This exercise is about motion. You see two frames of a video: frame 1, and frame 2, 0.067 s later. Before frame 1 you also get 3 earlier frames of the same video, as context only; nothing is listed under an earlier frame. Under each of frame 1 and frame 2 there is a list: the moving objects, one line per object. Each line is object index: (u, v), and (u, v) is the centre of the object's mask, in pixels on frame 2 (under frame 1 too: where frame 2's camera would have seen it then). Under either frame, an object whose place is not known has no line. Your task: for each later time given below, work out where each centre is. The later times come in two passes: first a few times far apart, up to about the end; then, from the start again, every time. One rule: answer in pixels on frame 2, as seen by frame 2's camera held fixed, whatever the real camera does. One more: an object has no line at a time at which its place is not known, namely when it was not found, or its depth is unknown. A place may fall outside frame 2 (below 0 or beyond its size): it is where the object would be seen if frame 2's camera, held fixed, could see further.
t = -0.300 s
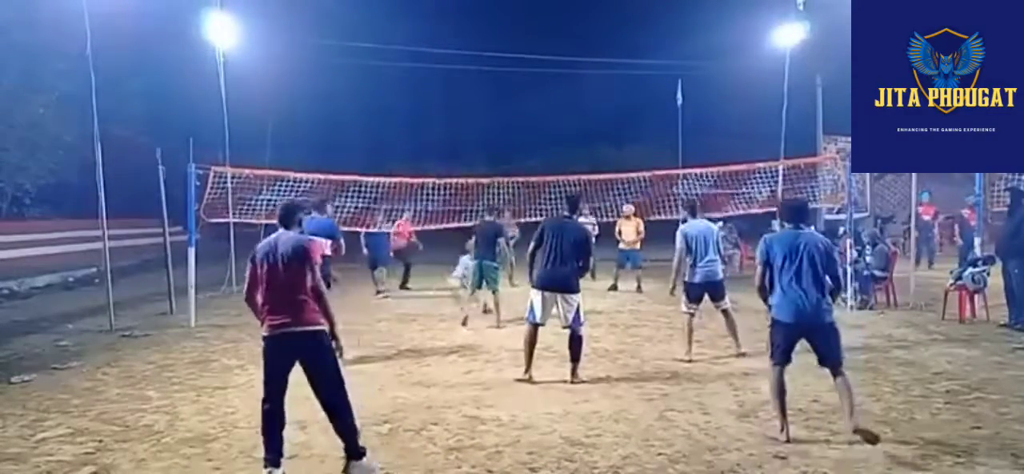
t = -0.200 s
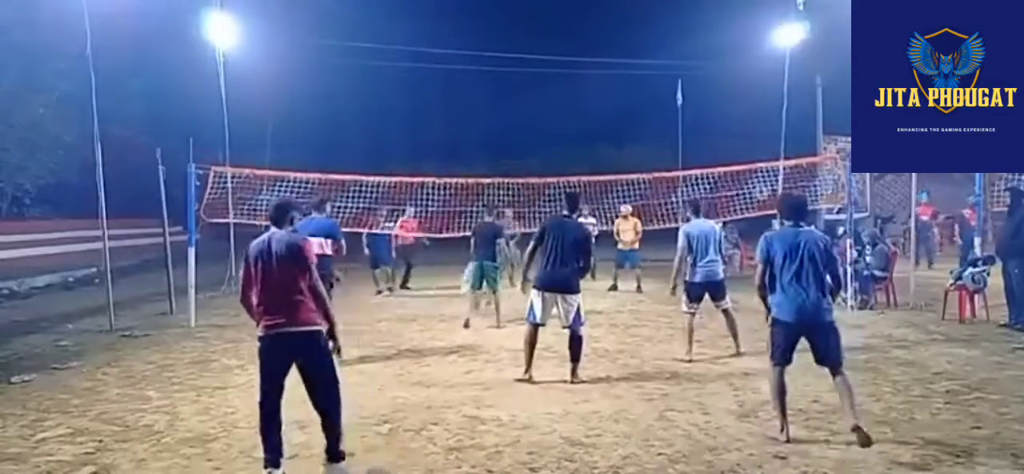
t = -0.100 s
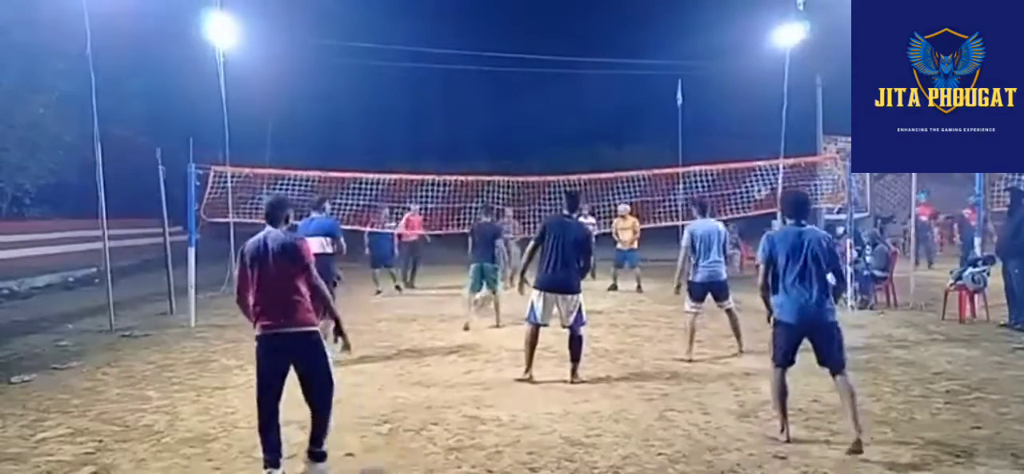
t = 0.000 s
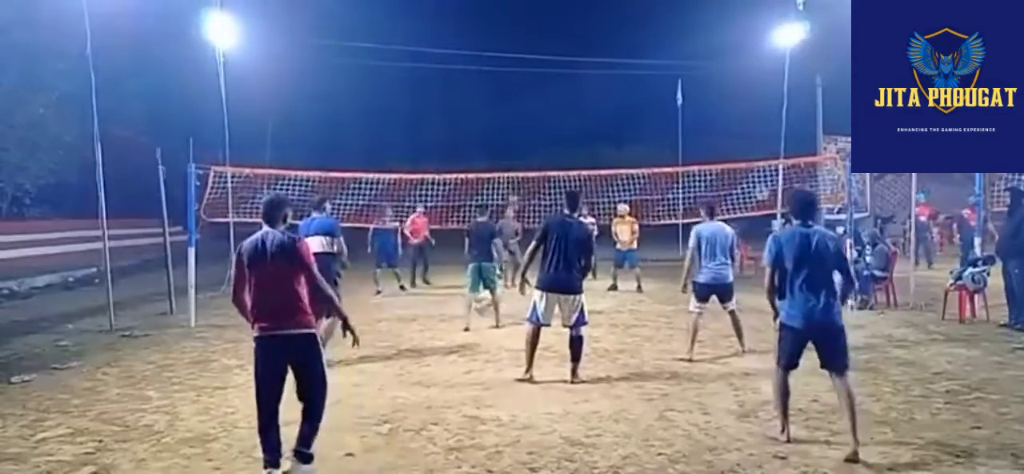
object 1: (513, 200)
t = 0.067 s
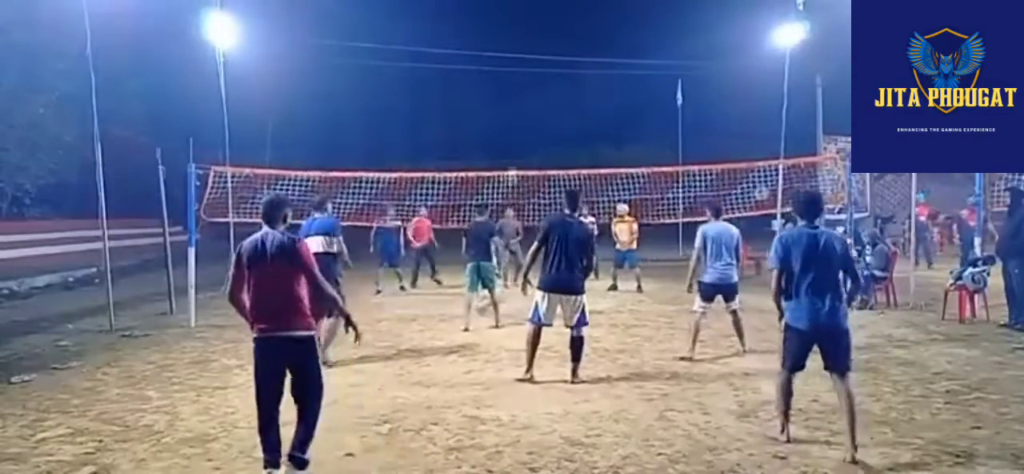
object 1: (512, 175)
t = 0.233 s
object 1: (509, 119)
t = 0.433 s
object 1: (505, 76)
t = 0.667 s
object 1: (501, 58)
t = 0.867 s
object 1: (498, 67)
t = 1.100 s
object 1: (496, 103)
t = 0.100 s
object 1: (511, 162)
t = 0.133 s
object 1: (510, 150)
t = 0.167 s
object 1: (510, 139)
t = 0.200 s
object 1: (509, 128)
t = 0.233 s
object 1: (509, 119)
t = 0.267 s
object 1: (508, 110)
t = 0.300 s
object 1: (508, 102)
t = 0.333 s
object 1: (507, 94)
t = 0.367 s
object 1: (506, 87)
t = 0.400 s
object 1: (505, 81)
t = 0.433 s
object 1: (505, 76)
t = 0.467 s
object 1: (504, 72)
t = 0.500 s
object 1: (504, 68)
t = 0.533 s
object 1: (503, 65)
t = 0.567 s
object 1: (503, 61)
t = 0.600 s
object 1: (502, 59)
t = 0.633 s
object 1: (501, 59)
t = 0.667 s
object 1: (501, 58)
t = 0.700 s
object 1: (500, 58)
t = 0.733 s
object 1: (500, 58)
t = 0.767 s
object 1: (500, 59)
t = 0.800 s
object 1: (499, 62)
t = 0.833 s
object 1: (499, 64)
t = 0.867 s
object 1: (498, 67)
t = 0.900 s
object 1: (498, 70)
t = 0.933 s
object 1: (497, 75)
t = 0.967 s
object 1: (497, 79)
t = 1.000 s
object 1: (497, 84)
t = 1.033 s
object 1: (497, 90)
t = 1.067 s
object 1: (496, 96)
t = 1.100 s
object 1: (496, 103)
